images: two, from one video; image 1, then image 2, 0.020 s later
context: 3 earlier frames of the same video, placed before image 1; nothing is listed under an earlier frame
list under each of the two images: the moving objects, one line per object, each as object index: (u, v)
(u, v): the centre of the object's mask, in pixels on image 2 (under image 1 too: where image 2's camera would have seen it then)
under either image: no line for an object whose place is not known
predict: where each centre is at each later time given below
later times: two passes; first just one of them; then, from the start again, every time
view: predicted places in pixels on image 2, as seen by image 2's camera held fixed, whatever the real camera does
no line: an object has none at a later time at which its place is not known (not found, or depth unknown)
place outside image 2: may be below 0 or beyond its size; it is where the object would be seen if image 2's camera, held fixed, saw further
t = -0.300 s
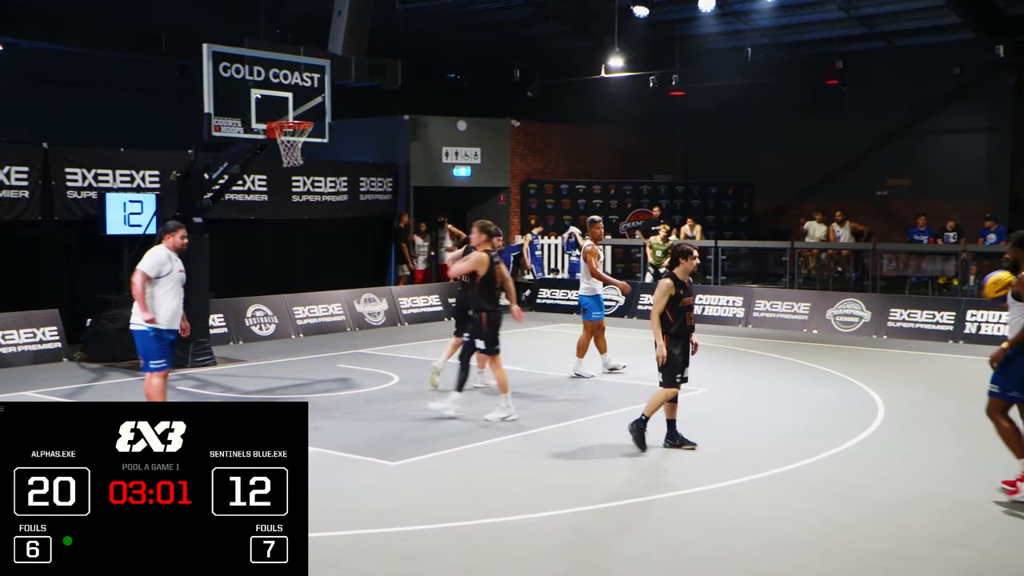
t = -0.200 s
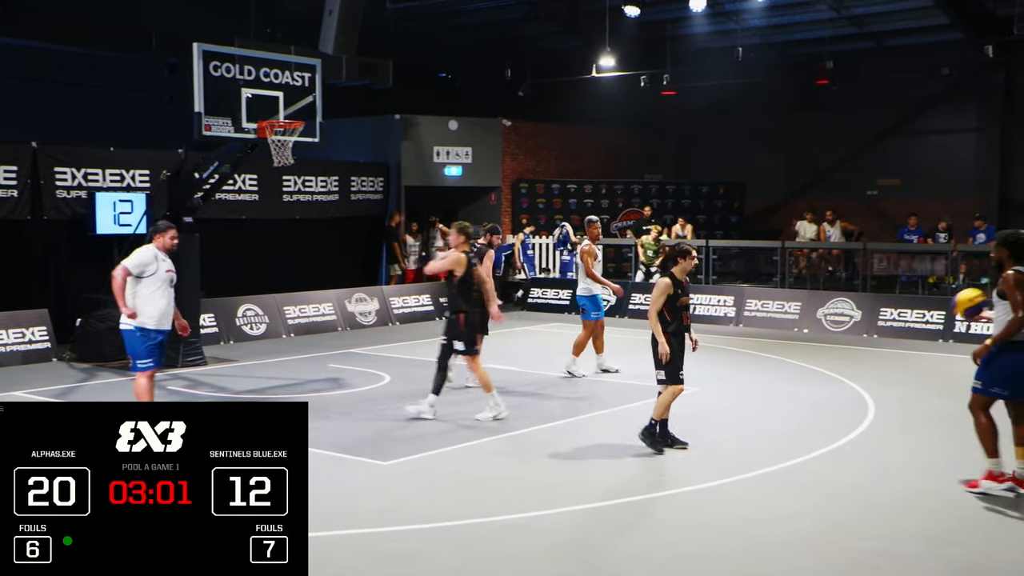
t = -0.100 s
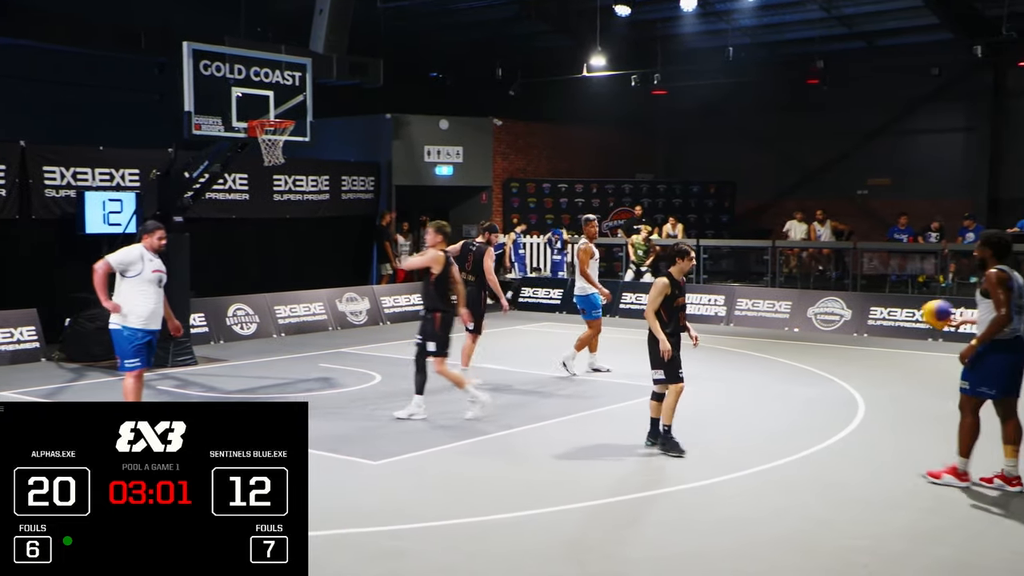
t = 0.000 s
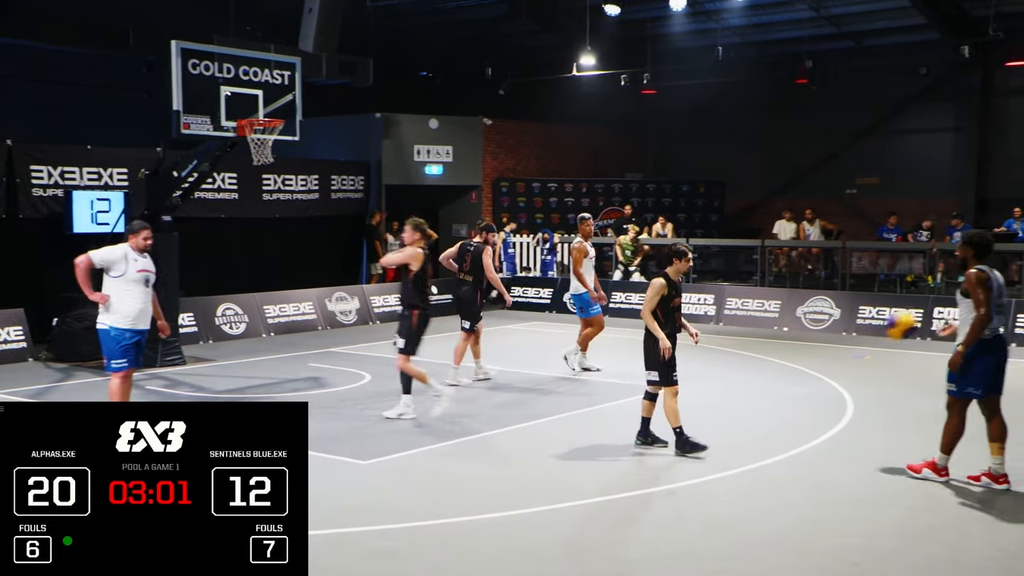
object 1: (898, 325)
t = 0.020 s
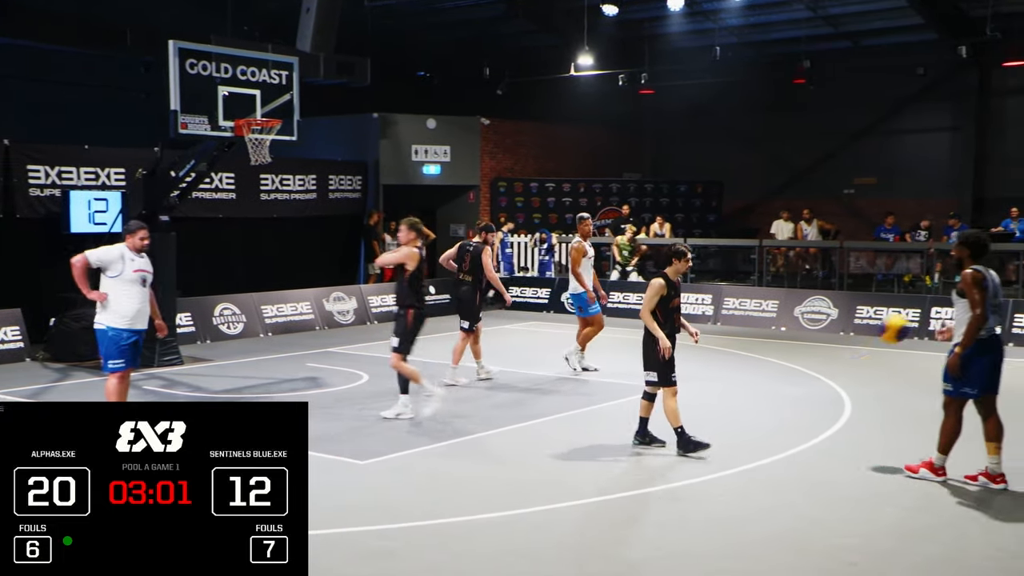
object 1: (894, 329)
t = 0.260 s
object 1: (834, 409)
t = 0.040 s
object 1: (888, 333)
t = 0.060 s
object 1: (883, 337)
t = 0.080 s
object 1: (878, 342)
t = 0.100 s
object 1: (873, 347)
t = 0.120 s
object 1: (869, 353)
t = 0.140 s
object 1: (864, 361)
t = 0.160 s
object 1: (860, 367)
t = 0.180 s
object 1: (855, 374)
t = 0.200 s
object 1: (850, 381)
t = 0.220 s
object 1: (845, 390)
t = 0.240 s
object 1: (839, 400)
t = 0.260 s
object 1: (834, 409)
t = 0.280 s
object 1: (829, 418)
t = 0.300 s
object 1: (825, 429)
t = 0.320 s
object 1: (821, 440)
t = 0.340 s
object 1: (816, 440)
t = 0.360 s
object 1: (812, 430)
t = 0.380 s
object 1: (808, 422)
